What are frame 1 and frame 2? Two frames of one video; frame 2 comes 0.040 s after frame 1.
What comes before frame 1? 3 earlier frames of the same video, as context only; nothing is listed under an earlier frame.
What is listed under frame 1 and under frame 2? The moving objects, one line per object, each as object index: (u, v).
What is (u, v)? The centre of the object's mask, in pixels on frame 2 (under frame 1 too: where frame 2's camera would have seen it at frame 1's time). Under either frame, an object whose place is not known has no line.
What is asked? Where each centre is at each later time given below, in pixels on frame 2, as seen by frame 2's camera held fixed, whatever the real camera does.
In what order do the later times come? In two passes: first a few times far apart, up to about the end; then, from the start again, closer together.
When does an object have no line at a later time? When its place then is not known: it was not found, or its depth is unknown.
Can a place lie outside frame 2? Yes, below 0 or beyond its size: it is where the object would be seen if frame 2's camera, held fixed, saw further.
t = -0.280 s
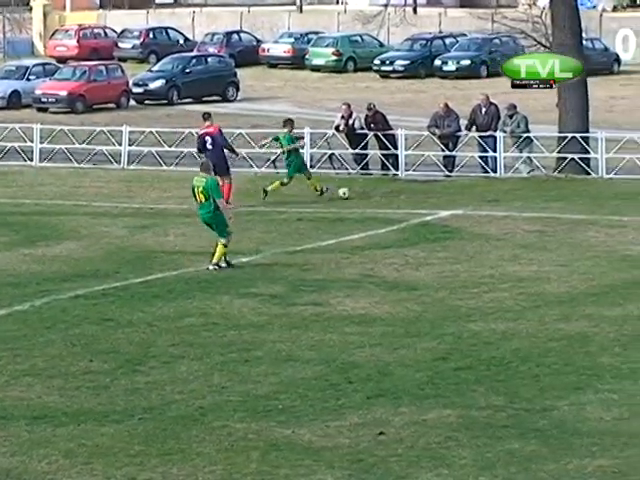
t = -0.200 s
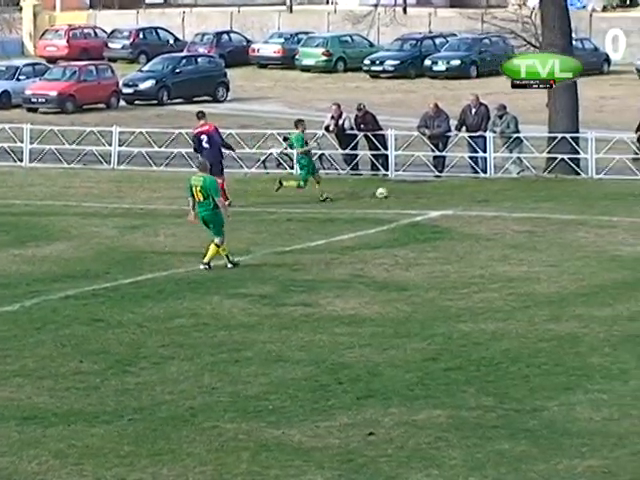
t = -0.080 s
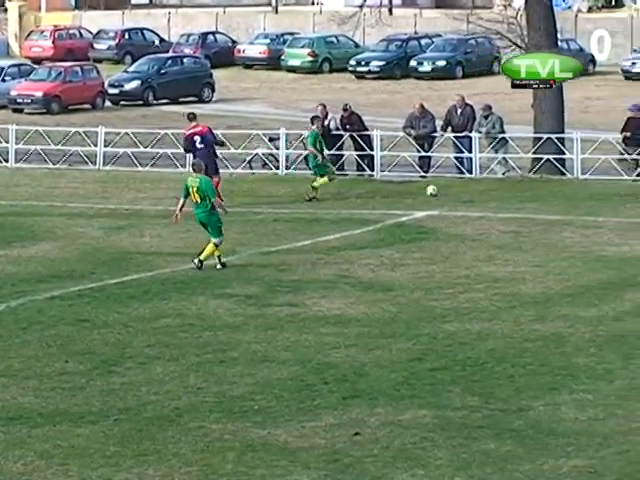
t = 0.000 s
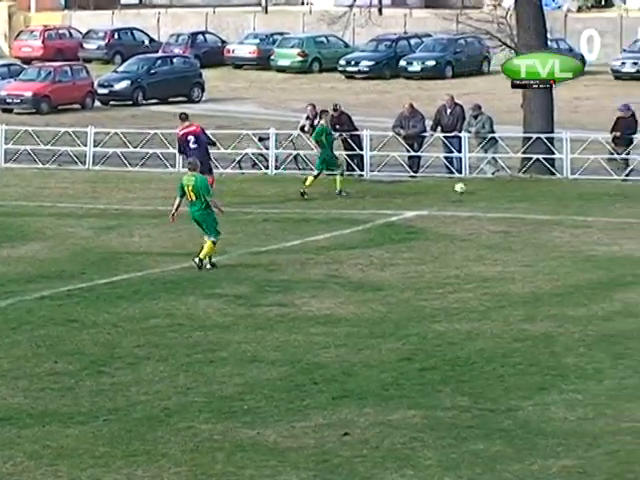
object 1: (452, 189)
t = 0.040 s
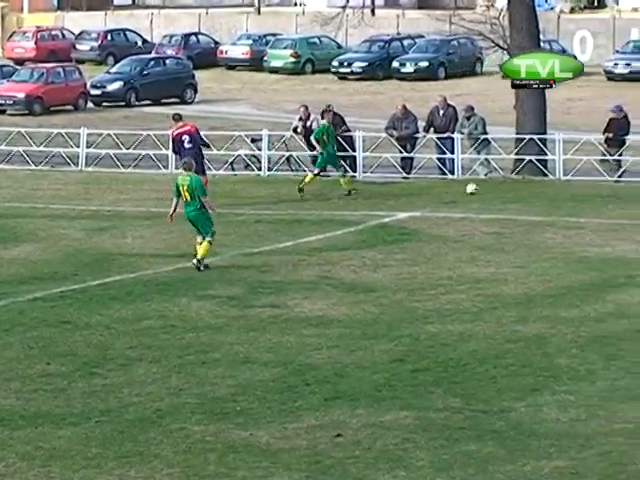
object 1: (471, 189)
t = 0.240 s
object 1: (552, 175)
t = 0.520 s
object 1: (665, 176)
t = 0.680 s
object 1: (701, 164)
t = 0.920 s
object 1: (749, 167)
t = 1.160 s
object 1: (805, 181)
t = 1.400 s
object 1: (867, 179)
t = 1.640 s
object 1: (928, 185)
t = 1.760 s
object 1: (958, 187)
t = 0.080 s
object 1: (487, 184)
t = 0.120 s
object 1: (503, 180)
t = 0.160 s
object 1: (519, 178)
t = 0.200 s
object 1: (536, 176)
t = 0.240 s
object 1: (552, 175)
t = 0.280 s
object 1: (568, 174)
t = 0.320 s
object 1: (584, 176)
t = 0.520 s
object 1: (665, 176)
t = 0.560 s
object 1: (676, 175)
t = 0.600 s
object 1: (684, 170)
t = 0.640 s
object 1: (692, 167)
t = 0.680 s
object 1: (701, 164)
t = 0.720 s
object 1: (708, 164)
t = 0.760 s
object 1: (717, 162)
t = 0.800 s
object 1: (725, 162)
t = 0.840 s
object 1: (734, 163)
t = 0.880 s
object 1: (743, 164)
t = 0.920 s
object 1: (749, 167)
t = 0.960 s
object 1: (758, 171)
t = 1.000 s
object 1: (767, 176)
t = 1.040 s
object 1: (775, 182)
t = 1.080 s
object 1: (785, 188)
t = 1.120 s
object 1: (793, 184)
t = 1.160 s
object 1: (805, 181)
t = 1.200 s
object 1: (815, 179)
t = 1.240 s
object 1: (825, 177)
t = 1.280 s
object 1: (836, 176)
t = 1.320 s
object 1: (846, 176)
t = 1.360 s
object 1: (856, 177)
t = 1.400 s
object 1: (867, 179)
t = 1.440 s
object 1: (877, 182)
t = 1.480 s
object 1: (888, 186)
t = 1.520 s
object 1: (898, 191)
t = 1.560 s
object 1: (910, 189)
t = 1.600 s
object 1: (918, 187)
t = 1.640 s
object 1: (928, 185)
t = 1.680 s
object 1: (938, 185)
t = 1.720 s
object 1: (948, 186)
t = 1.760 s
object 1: (958, 187)
